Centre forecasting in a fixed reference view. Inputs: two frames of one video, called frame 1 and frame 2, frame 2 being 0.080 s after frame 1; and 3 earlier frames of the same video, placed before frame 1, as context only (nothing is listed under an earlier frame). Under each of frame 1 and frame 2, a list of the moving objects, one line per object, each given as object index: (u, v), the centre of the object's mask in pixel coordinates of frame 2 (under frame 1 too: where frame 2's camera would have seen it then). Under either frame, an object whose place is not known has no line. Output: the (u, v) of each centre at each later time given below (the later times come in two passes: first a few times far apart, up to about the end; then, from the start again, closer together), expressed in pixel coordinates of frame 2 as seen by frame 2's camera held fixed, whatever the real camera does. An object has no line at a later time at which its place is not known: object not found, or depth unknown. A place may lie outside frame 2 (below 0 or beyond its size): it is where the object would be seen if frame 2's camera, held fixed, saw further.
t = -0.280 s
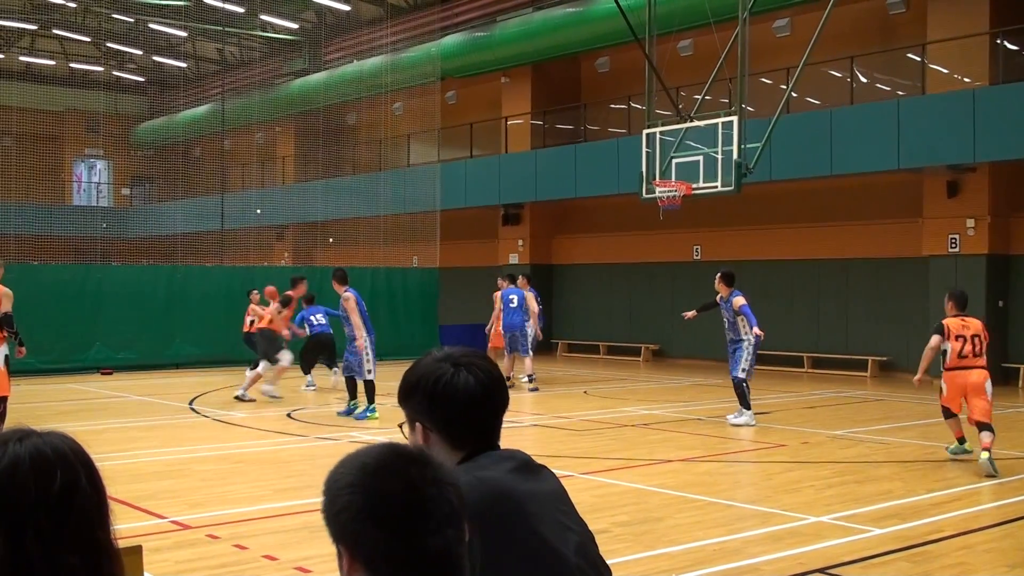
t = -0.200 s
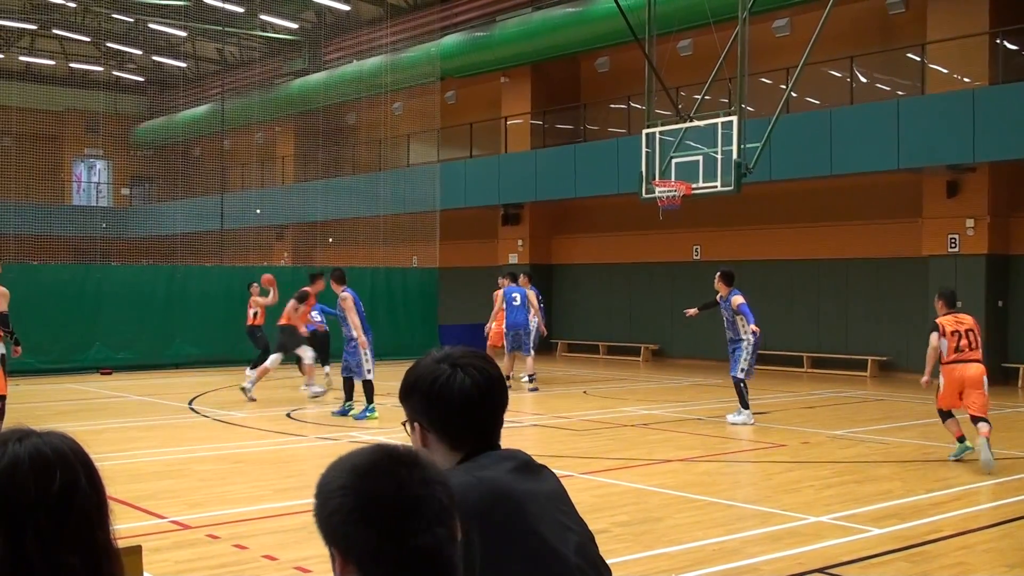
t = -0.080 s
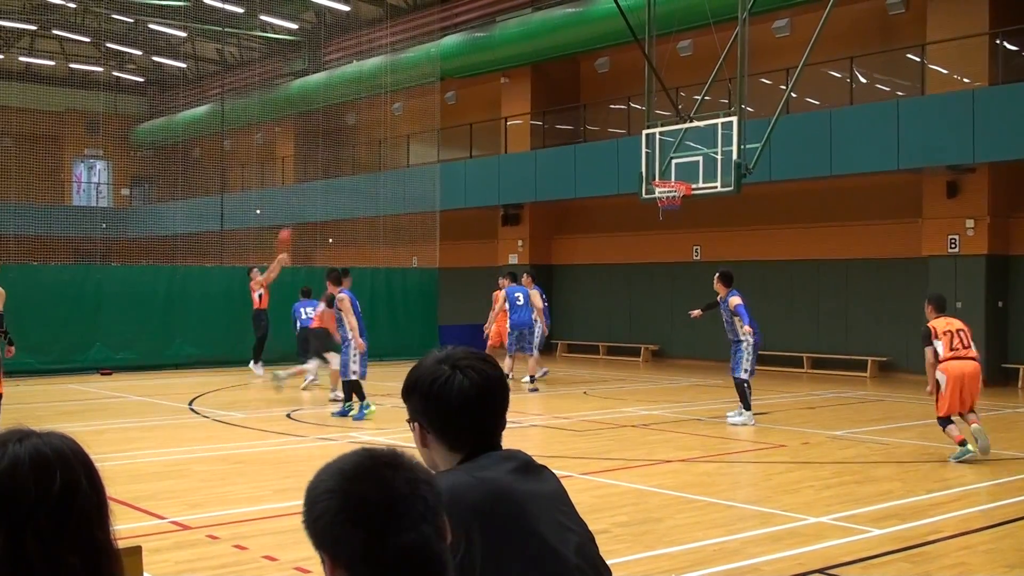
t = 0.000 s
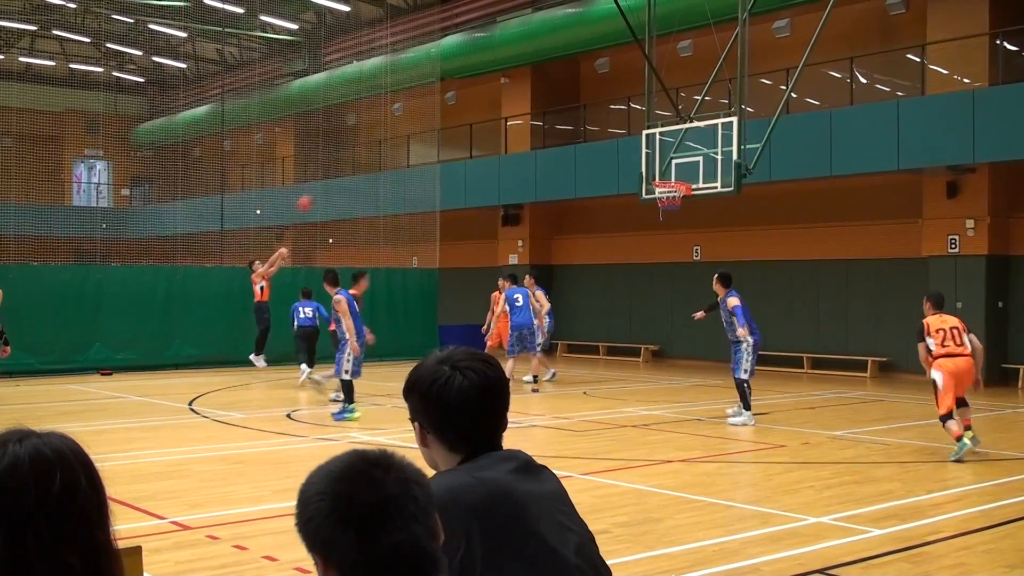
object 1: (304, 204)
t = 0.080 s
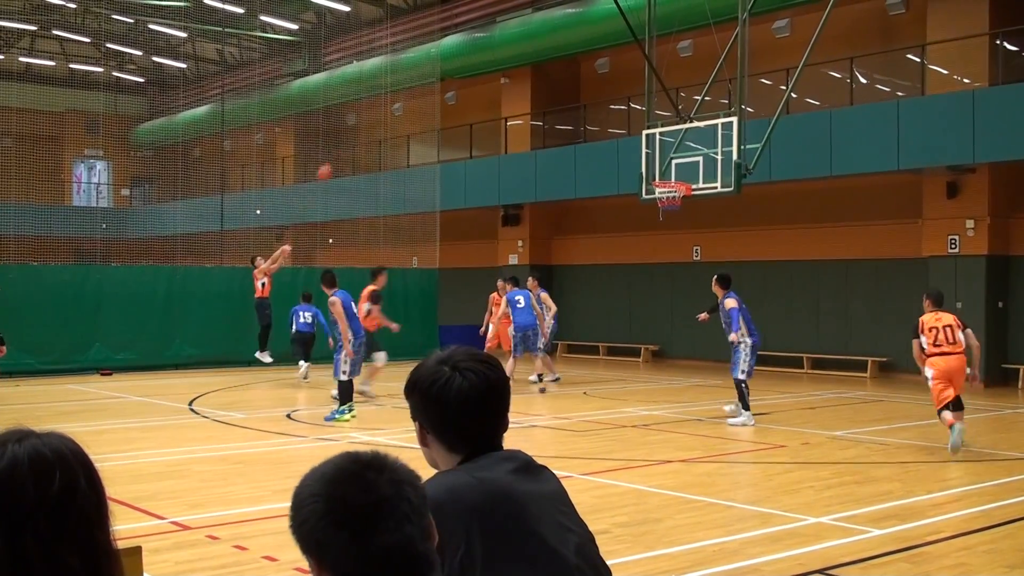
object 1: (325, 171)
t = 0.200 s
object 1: (355, 133)
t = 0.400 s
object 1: (406, 83)
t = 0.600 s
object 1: (459, 57)
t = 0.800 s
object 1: (513, 54)
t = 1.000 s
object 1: (569, 76)
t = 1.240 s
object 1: (636, 136)
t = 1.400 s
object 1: (676, 168)
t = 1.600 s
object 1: (701, 130)
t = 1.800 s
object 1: (730, 118)
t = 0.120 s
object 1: (334, 159)
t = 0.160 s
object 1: (344, 145)
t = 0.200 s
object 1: (355, 133)
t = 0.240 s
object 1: (365, 122)
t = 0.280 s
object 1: (375, 111)
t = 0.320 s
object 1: (384, 101)
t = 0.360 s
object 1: (396, 93)
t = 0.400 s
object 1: (406, 83)
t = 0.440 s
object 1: (416, 76)
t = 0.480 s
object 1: (426, 71)
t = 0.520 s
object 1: (437, 65)
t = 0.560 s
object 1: (448, 61)
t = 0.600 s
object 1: (459, 57)
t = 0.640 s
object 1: (470, 54)
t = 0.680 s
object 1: (480, 52)
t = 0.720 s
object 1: (491, 52)
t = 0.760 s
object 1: (502, 53)
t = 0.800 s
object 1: (513, 54)
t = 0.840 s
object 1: (523, 56)
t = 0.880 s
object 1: (535, 60)
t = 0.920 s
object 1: (546, 64)
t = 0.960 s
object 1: (557, 69)
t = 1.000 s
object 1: (569, 76)
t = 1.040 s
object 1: (580, 84)
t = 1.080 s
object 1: (591, 92)
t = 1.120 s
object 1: (602, 101)
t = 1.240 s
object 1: (636, 136)
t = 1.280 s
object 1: (649, 152)
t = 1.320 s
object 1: (662, 168)
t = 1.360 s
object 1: (670, 175)
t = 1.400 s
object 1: (676, 168)
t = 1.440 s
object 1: (680, 158)
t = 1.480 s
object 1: (686, 149)
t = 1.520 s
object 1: (690, 142)
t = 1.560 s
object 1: (696, 135)
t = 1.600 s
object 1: (701, 130)
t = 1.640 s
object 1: (706, 125)
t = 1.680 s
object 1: (712, 121)
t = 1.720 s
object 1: (717, 119)
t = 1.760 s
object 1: (723, 118)
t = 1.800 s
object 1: (730, 118)
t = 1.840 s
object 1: (735, 119)
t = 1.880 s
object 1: (741, 122)
